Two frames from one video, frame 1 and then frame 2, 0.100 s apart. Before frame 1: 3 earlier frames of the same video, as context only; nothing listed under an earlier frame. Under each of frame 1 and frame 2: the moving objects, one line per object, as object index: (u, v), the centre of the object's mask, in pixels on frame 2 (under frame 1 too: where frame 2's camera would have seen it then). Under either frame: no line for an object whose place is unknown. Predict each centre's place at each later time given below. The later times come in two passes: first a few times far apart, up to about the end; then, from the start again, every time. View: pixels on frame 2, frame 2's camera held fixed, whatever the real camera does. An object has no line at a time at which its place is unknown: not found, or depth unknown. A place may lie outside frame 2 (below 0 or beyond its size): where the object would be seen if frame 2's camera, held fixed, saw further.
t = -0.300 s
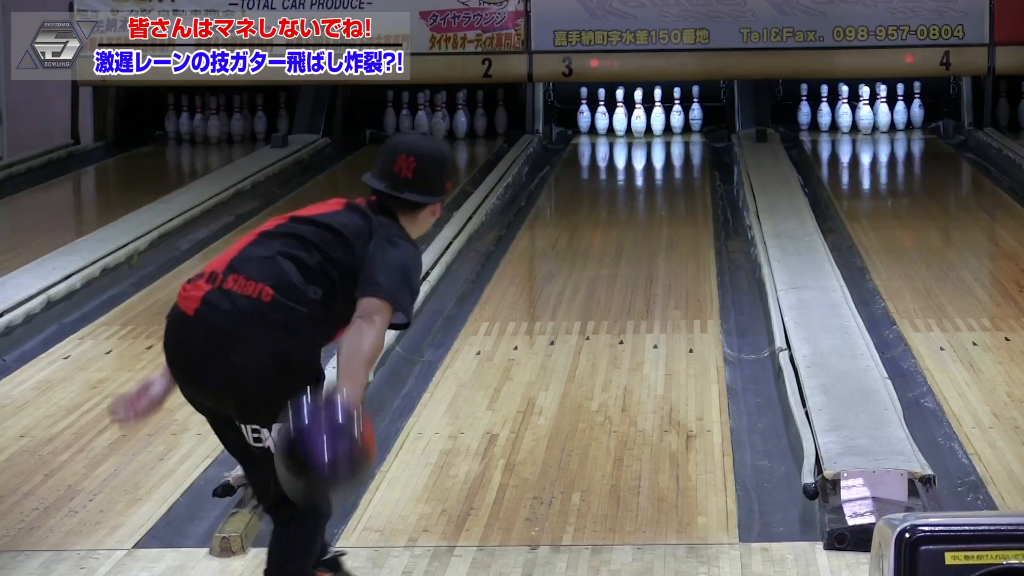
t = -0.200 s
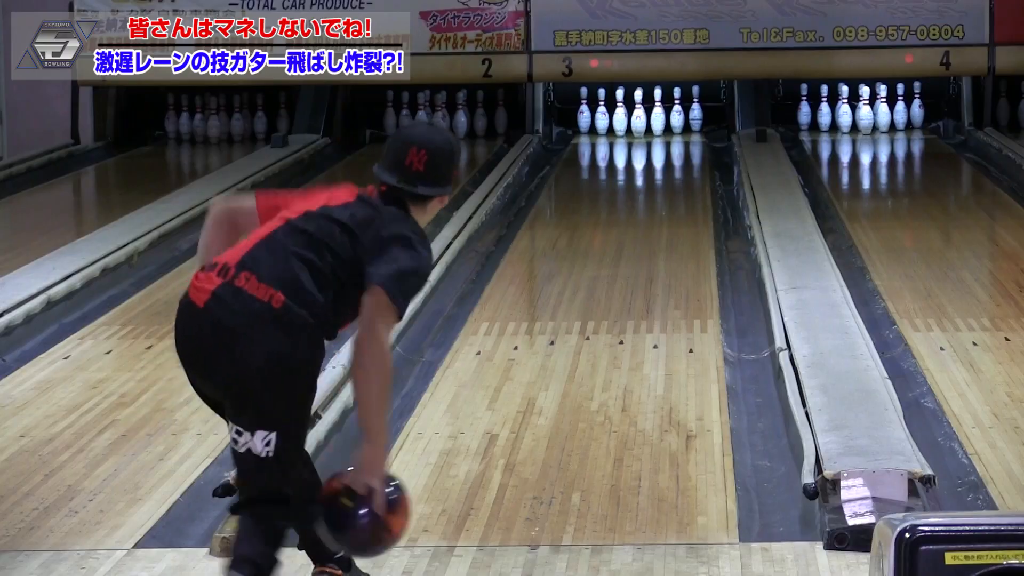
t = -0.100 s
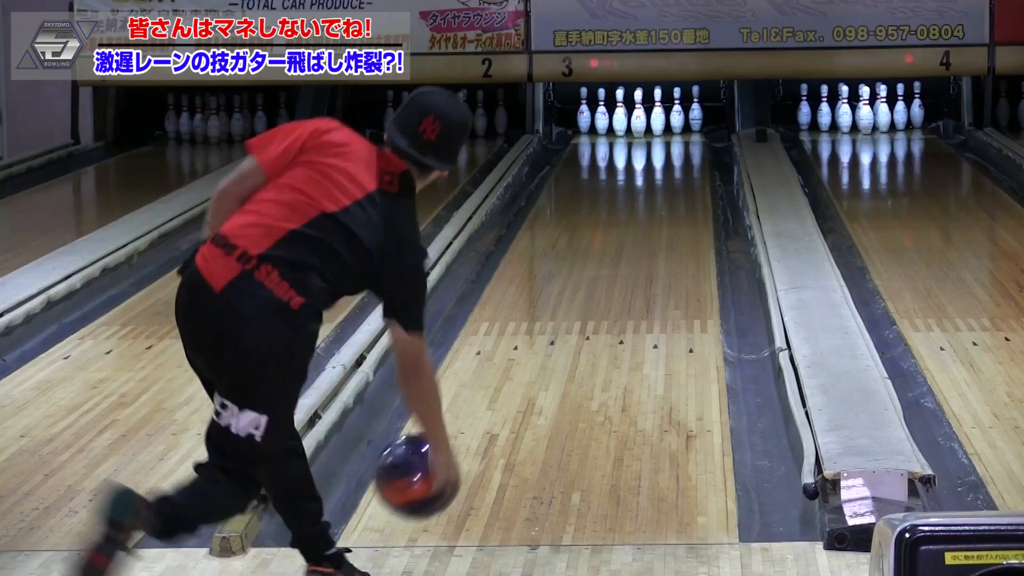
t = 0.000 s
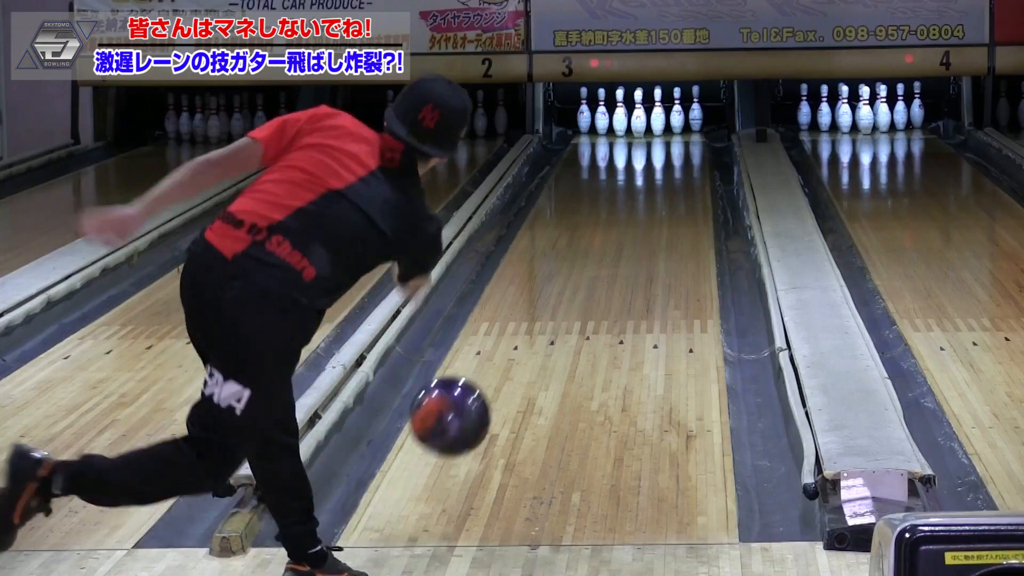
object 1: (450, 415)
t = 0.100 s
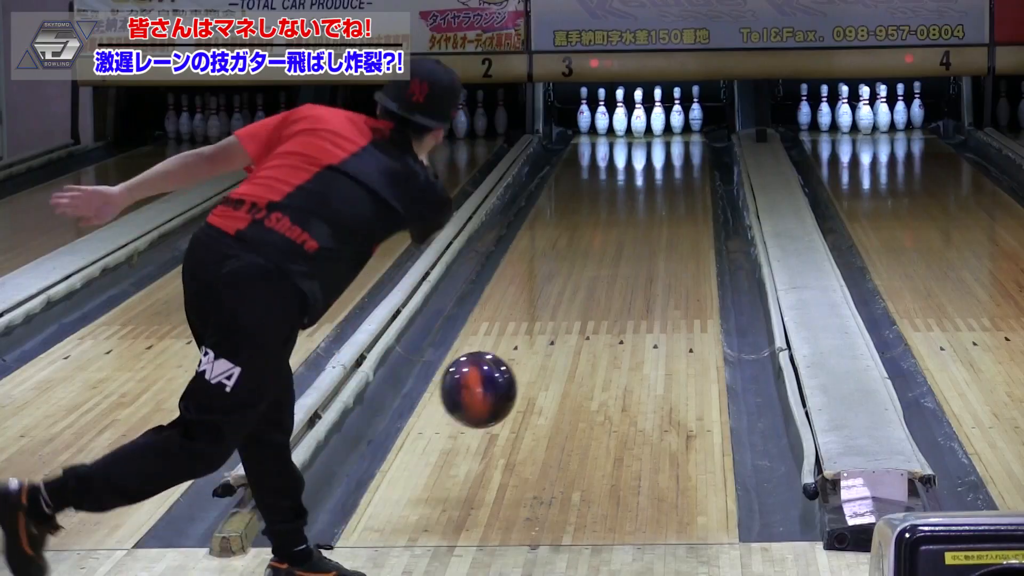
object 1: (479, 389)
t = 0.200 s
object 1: (505, 398)
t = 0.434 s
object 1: (553, 384)
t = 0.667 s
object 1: (583, 339)
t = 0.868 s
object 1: (600, 308)
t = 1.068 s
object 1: (612, 282)
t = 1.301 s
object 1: (621, 256)
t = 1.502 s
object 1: (624, 237)
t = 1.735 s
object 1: (624, 217)
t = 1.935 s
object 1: (621, 203)
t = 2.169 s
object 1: (615, 188)
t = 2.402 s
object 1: (609, 175)
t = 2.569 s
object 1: (602, 166)
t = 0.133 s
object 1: (488, 389)
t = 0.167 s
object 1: (496, 392)
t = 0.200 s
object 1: (505, 398)
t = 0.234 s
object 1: (513, 408)
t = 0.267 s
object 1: (521, 420)
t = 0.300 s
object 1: (528, 412)
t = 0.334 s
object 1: (535, 405)
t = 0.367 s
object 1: (542, 398)
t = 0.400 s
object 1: (547, 391)
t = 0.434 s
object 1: (553, 384)
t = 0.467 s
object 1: (558, 377)
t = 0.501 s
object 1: (563, 370)
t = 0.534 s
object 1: (568, 363)
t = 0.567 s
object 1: (572, 357)
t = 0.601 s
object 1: (576, 351)
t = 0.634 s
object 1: (580, 345)
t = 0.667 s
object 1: (583, 339)
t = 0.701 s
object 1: (586, 334)
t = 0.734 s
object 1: (590, 328)
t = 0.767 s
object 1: (592, 323)
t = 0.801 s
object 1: (595, 318)
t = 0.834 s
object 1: (598, 313)
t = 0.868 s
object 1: (600, 308)
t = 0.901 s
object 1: (603, 304)
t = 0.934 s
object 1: (605, 299)
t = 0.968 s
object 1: (607, 295)
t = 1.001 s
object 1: (609, 290)
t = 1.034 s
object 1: (610, 287)
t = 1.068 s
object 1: (612, 282)
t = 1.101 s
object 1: (614, 278)
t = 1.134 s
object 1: (615, 274)
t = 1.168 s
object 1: (617, 270)
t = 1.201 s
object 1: (618, 266)
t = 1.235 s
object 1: (619, 263)
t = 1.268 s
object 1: (620, 259)
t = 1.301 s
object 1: (621, 256)
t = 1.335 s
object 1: (622, 252)
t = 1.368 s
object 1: (622, 249)
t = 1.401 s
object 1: (623, 246)
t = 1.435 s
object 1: (623, 243)
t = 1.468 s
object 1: (624, 240)
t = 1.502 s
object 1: (624, 237)
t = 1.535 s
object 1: (624, 233)
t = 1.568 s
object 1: (624, 231)
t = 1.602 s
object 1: (624, 228)
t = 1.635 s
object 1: (624, 225)
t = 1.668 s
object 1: (624, 222)
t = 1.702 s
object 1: (624, 220)
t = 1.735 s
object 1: (624, 217)
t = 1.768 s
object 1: (623, 215)
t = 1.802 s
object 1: (624, 213)
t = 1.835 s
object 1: (626, 210)
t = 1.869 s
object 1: (623, 207)
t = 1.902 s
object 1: (621, 205)
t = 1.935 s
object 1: (621, 203)
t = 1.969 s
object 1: (620, 200)
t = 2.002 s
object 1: (620, 198)
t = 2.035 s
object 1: (619, 196)
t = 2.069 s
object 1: (618, 194)
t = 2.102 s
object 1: (617, 192)
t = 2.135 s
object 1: (617, 190)
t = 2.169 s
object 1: (615, 188)
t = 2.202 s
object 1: (615, 186)
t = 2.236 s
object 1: (614, 184)
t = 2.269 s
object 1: (613, 182)
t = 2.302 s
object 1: (612, 180)
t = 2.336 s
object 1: (611, 178)
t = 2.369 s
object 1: (610, 176)
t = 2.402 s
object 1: (609, 175)
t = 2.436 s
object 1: (607, 173)
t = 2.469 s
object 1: (606, 171)
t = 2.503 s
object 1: (605, 169)
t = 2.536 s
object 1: (603, 167)
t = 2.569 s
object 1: (602, 166)
